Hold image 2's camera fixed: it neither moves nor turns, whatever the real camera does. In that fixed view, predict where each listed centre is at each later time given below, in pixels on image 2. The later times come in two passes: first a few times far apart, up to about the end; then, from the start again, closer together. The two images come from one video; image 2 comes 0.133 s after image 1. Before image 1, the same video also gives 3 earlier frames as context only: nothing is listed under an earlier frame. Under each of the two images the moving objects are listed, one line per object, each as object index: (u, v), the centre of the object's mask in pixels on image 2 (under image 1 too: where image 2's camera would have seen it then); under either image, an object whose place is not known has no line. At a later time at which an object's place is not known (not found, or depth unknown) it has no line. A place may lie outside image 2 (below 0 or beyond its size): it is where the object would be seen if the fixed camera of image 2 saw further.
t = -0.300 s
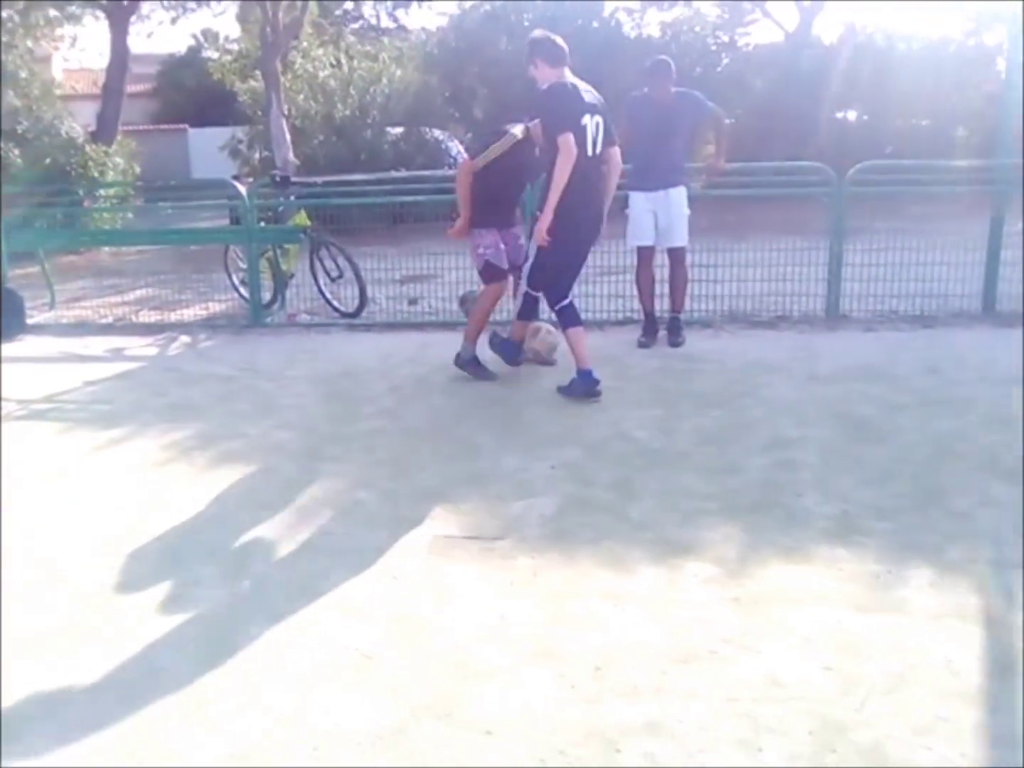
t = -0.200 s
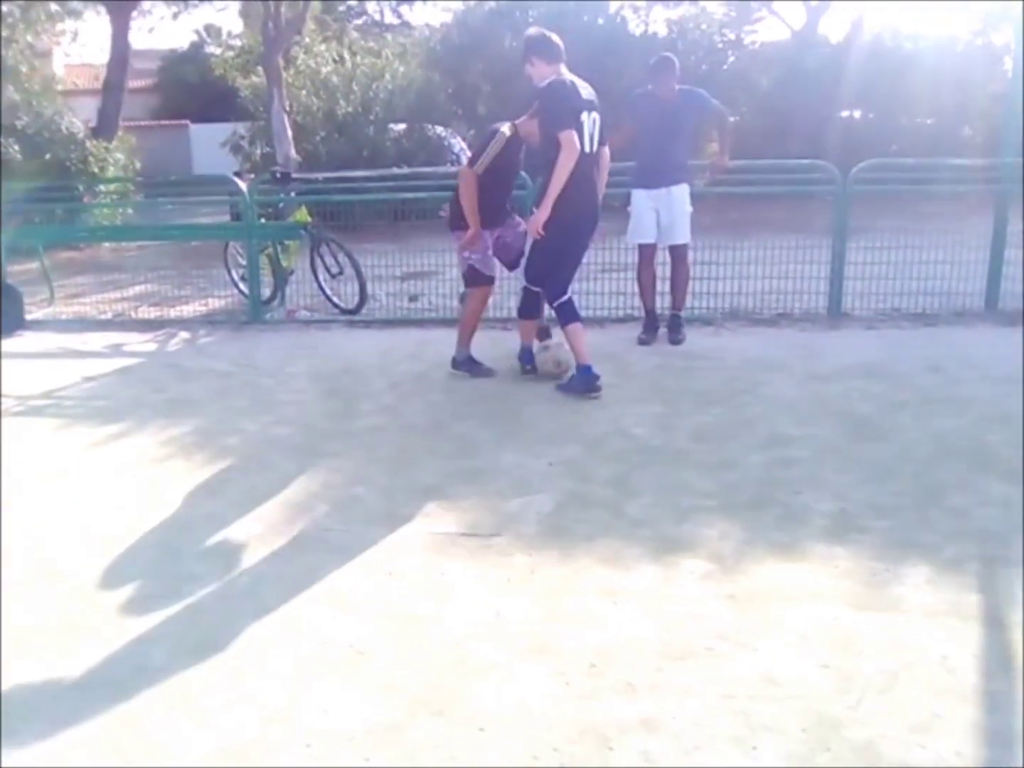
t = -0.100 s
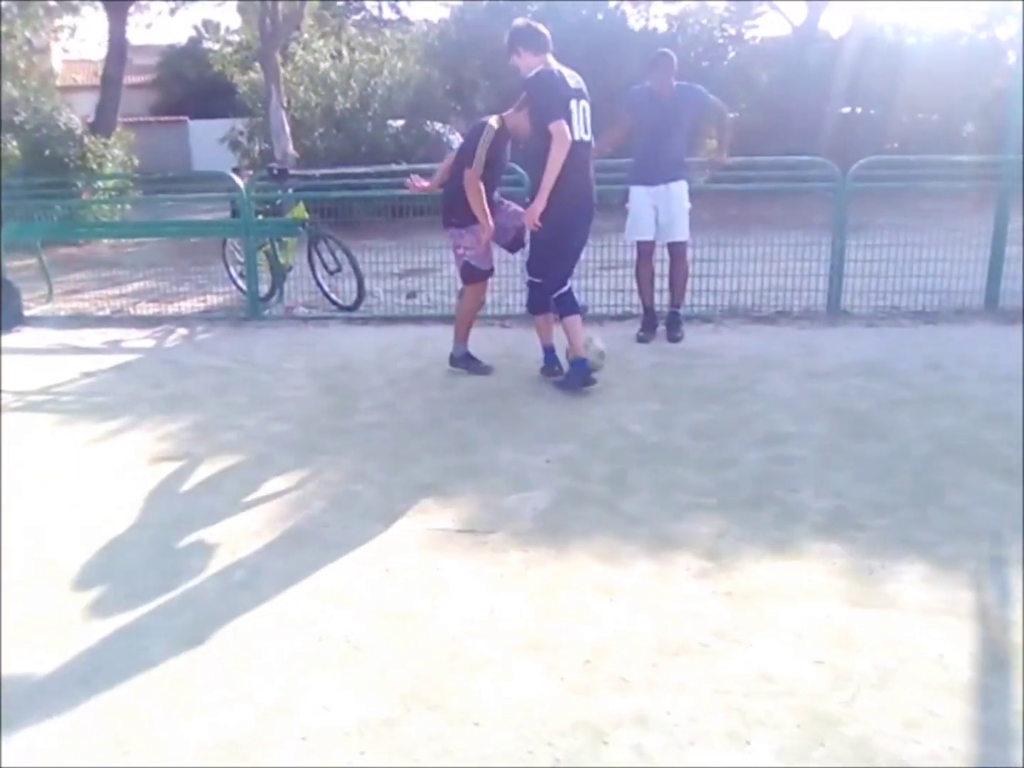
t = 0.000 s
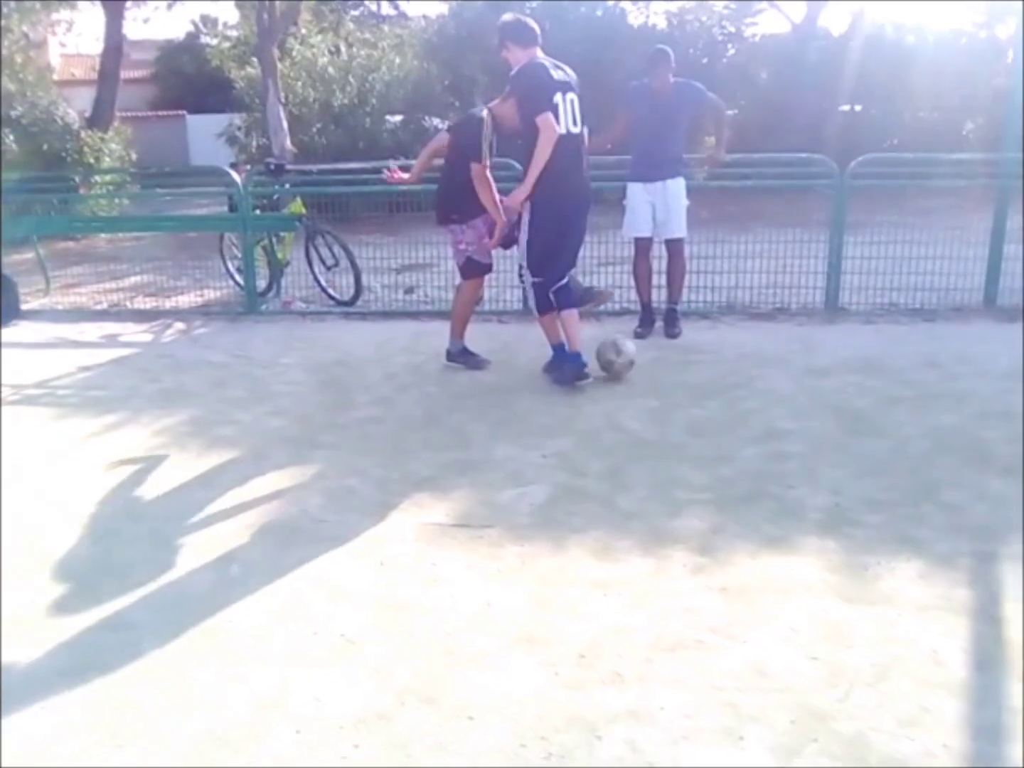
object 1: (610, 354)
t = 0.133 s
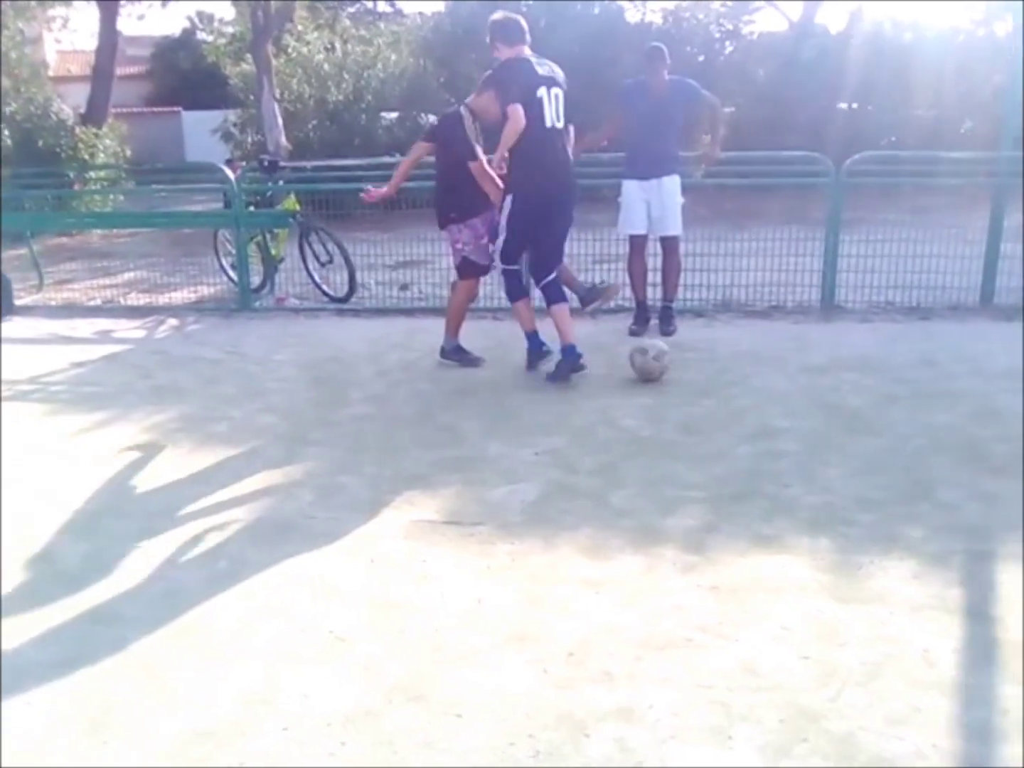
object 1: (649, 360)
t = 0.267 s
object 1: (691, 364)
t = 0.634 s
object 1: (807, 379)
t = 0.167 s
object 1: (660, 359)
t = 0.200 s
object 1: (670, 361)
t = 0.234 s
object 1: (680, 365)
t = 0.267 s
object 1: (691, 364)
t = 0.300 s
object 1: (702, 365)
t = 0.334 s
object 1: (711, 368)
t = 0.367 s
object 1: (723, 369)
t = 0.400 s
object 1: (732, 370)
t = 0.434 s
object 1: (743, 371)
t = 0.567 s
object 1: (786, 376)
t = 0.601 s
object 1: (795, 376)
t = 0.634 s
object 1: (807, 379)
